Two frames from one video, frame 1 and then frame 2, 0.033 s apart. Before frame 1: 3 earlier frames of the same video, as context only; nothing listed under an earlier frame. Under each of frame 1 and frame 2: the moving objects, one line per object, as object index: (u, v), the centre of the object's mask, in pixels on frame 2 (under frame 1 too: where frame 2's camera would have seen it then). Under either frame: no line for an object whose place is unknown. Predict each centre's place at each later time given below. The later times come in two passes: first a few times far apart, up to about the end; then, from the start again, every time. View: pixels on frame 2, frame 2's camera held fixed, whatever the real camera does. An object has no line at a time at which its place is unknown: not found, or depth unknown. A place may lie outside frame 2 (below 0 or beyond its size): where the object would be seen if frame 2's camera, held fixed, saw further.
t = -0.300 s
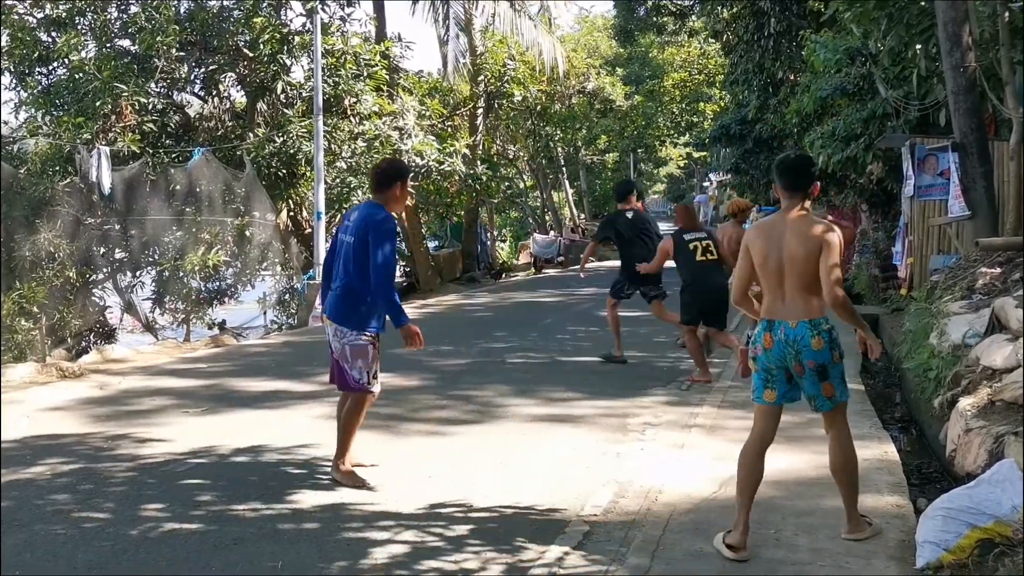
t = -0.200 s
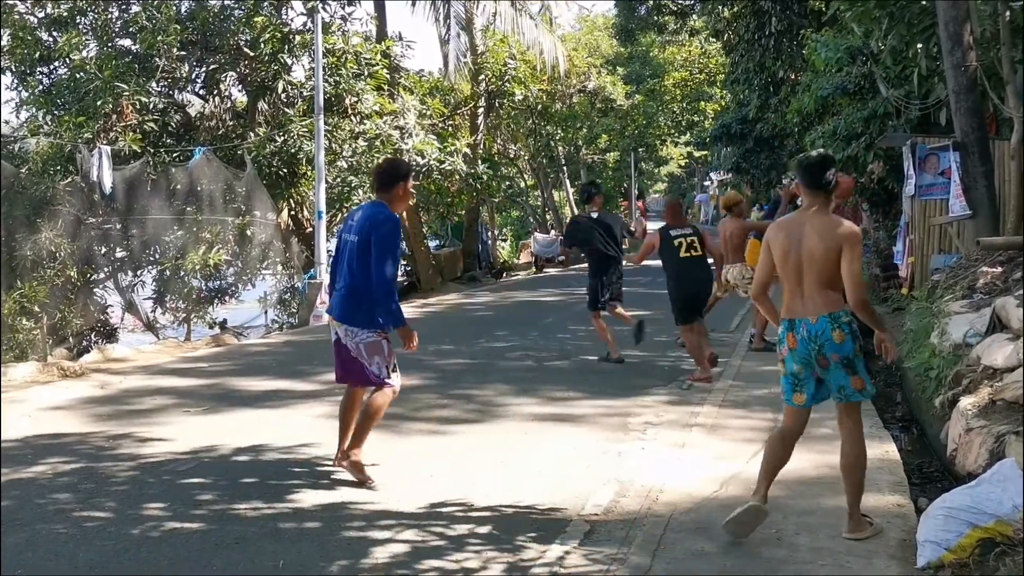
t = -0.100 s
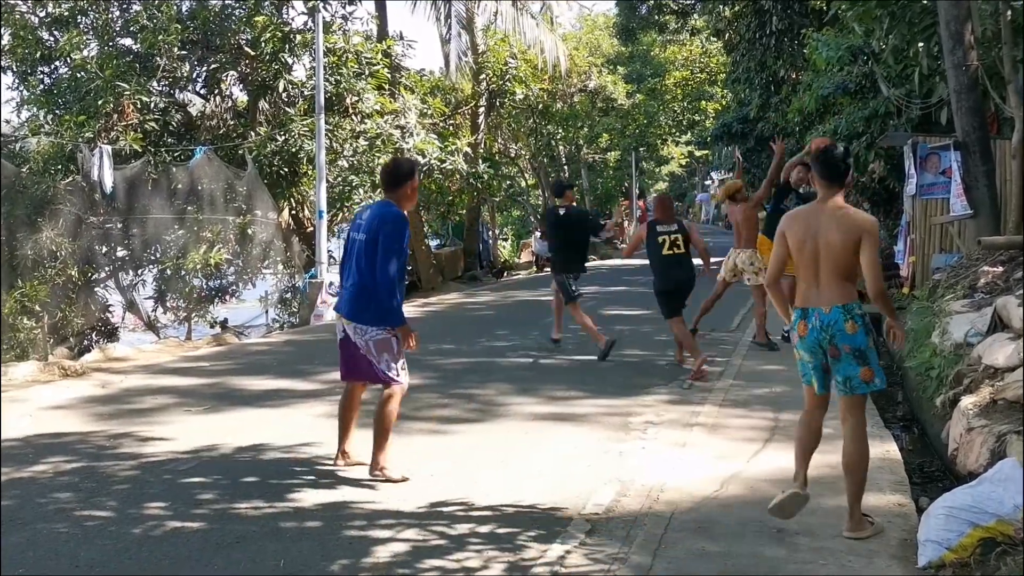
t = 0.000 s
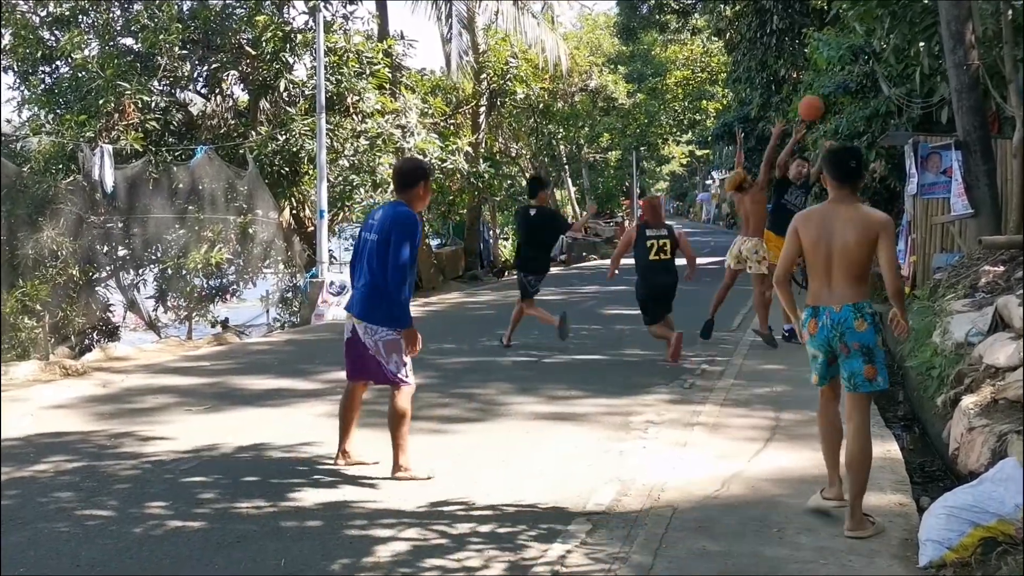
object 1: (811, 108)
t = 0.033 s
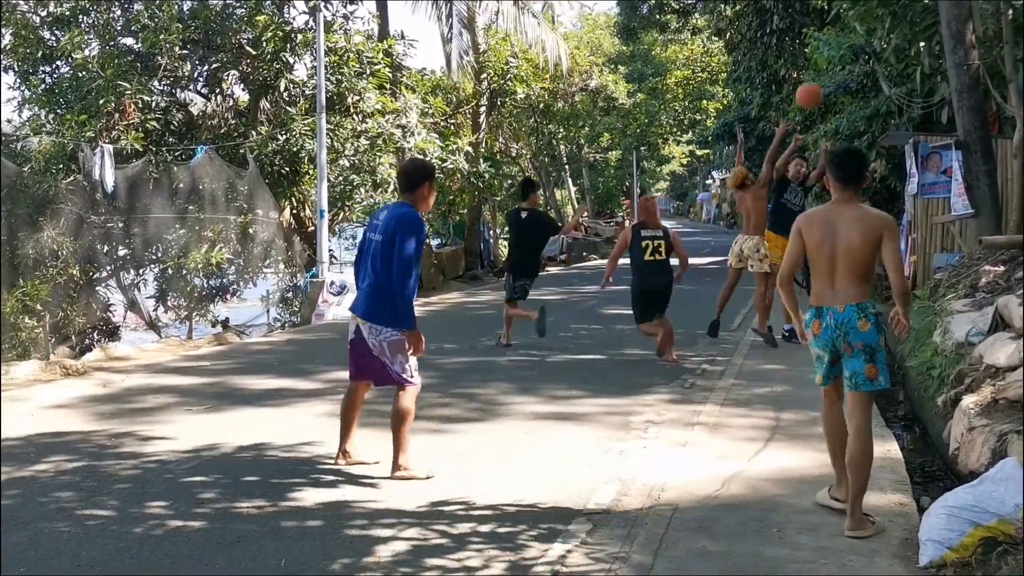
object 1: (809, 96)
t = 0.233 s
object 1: (797, 35)
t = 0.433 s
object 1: (778, 15)
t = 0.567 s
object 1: (761, 31)
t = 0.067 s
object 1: (807, 83)
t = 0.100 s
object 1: (806, 71)
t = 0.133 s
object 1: (804, 61)
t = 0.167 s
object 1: (802, 51)
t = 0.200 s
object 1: (799, 42)
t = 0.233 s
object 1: (797, 35)
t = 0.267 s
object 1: (794, 28)
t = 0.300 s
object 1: (791, 22)
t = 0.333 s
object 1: (788, 18)
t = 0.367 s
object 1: (785, 16)
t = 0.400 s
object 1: (782, 16)
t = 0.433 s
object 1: (778, 15)
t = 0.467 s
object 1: (774, 16)
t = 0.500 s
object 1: (770, 19)
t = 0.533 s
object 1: (766, 23)
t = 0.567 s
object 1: (761, 31)
